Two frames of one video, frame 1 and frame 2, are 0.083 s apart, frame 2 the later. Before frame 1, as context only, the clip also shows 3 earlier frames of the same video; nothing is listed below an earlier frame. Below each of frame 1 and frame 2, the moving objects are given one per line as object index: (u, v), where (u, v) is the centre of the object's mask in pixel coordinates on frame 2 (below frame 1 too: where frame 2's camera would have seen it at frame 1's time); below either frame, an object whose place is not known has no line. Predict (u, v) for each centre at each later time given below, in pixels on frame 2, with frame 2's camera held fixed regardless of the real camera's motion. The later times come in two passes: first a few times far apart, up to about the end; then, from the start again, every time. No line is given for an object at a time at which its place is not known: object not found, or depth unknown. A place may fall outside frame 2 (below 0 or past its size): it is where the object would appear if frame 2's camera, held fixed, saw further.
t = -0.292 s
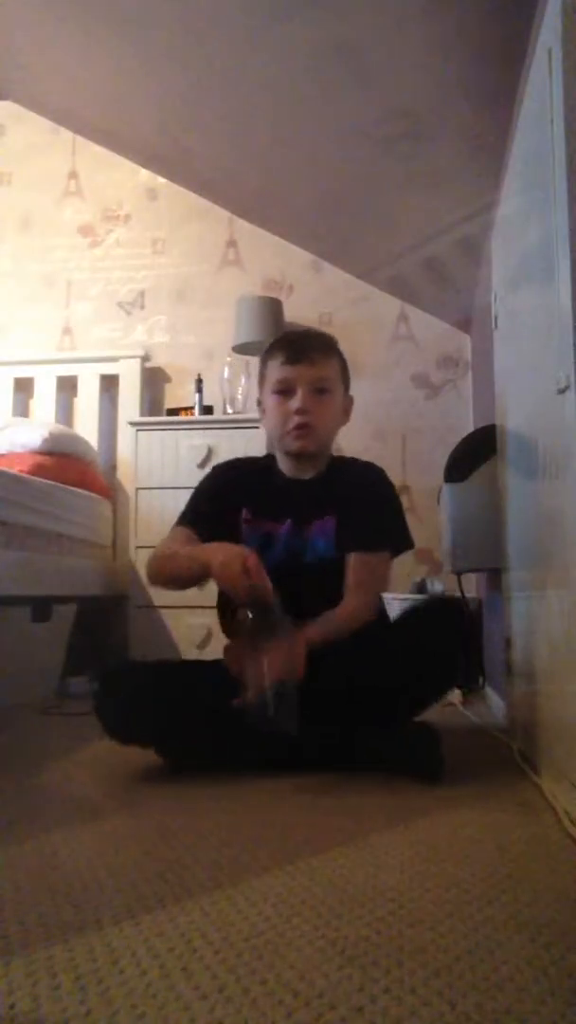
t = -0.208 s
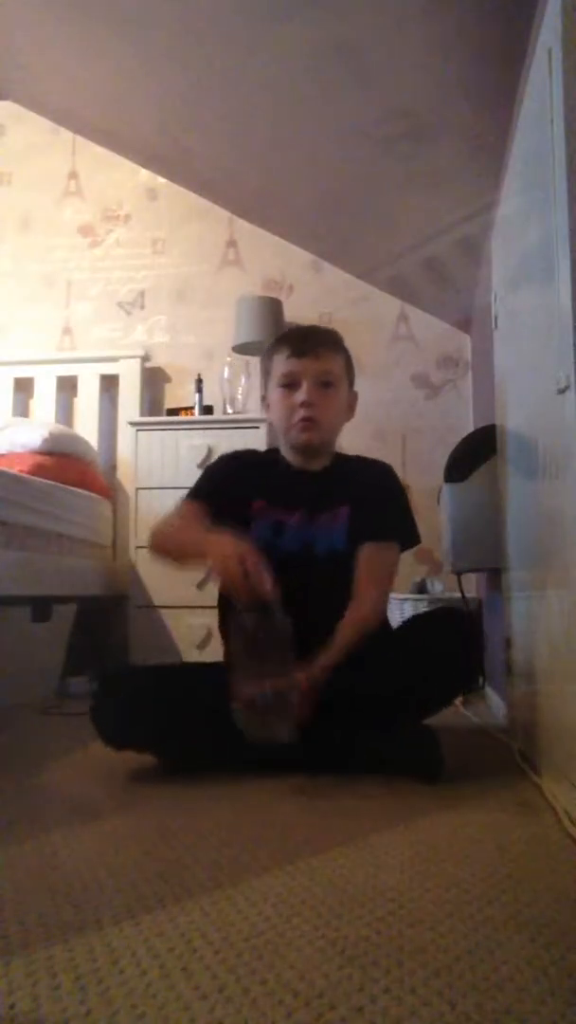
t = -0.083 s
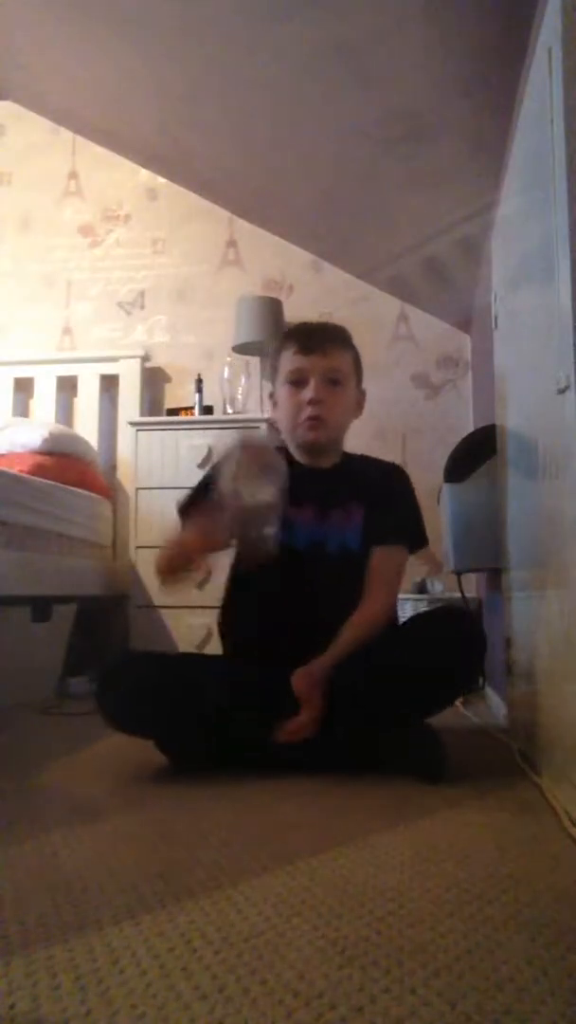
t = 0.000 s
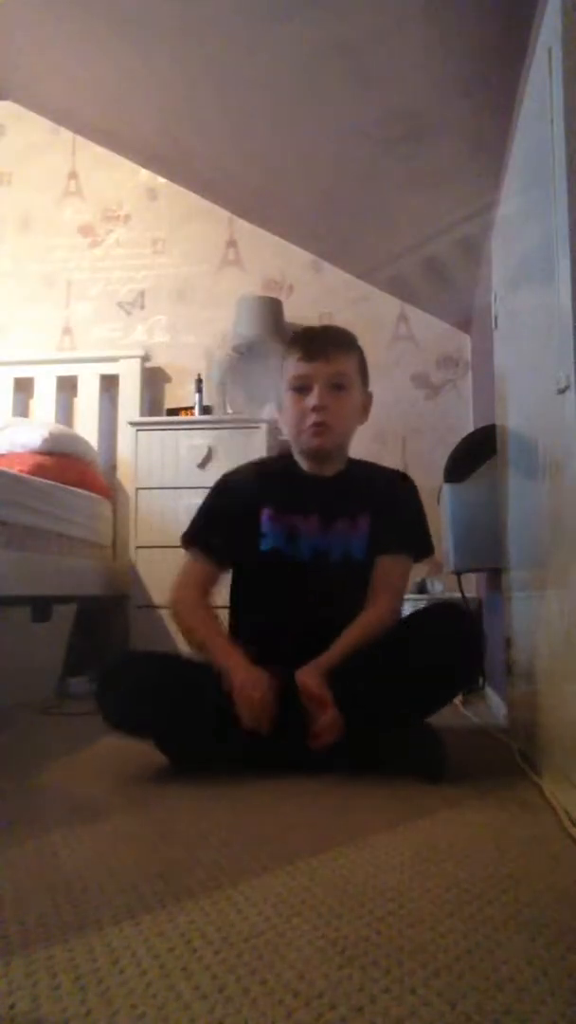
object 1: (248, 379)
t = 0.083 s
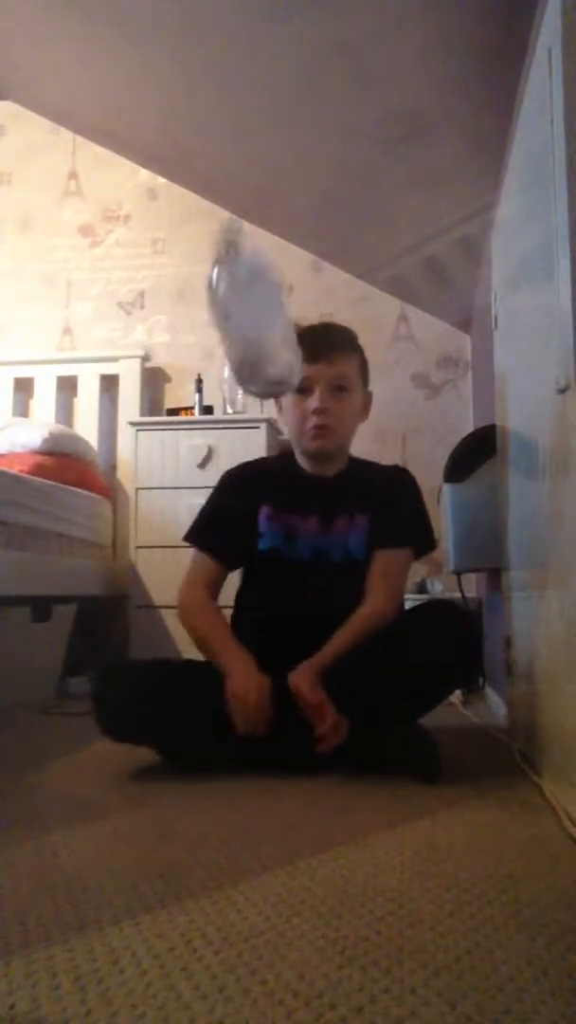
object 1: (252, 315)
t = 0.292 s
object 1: (253, 425)
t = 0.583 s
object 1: (287, 761)
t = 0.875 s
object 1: (309, 793)
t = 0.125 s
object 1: (254, 315)
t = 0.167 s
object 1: (256, 324)
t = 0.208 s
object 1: (258, 349)
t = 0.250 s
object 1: (256, 382)
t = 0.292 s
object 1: (253, 425)
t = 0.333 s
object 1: (263, 519)
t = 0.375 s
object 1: (268, 601)
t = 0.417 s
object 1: (272, 712)
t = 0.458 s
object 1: (276, 727)
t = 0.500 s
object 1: (277, 731)
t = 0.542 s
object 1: (281, 745)
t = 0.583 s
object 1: (287, 761)
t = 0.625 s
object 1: (294, 782)
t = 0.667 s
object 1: (298, 792)
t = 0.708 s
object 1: (297, 792)
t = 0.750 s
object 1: (297, 791)
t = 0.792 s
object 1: (300, 792)
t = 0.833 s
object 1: (303, 792)
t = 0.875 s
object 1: (309, 793)
